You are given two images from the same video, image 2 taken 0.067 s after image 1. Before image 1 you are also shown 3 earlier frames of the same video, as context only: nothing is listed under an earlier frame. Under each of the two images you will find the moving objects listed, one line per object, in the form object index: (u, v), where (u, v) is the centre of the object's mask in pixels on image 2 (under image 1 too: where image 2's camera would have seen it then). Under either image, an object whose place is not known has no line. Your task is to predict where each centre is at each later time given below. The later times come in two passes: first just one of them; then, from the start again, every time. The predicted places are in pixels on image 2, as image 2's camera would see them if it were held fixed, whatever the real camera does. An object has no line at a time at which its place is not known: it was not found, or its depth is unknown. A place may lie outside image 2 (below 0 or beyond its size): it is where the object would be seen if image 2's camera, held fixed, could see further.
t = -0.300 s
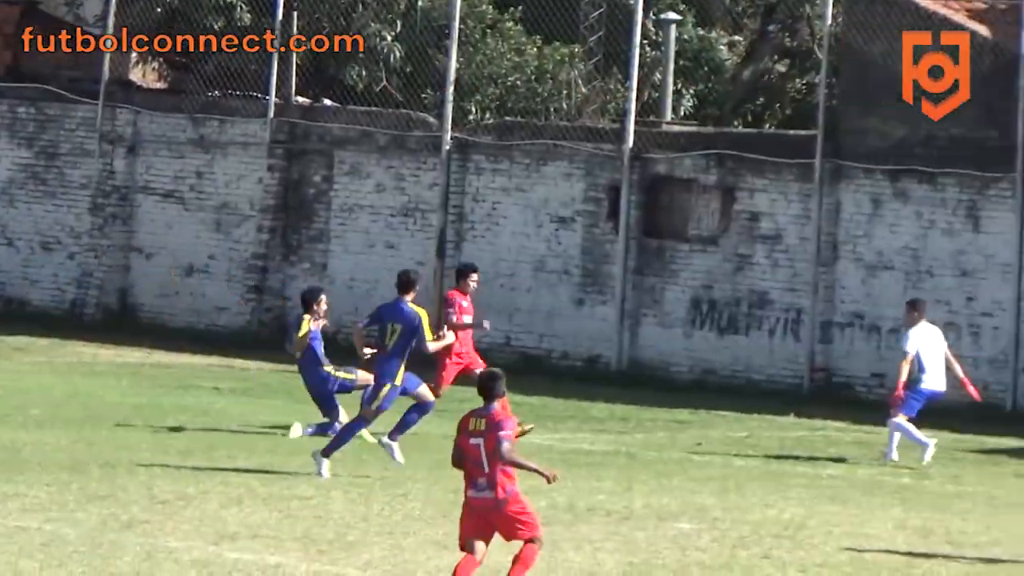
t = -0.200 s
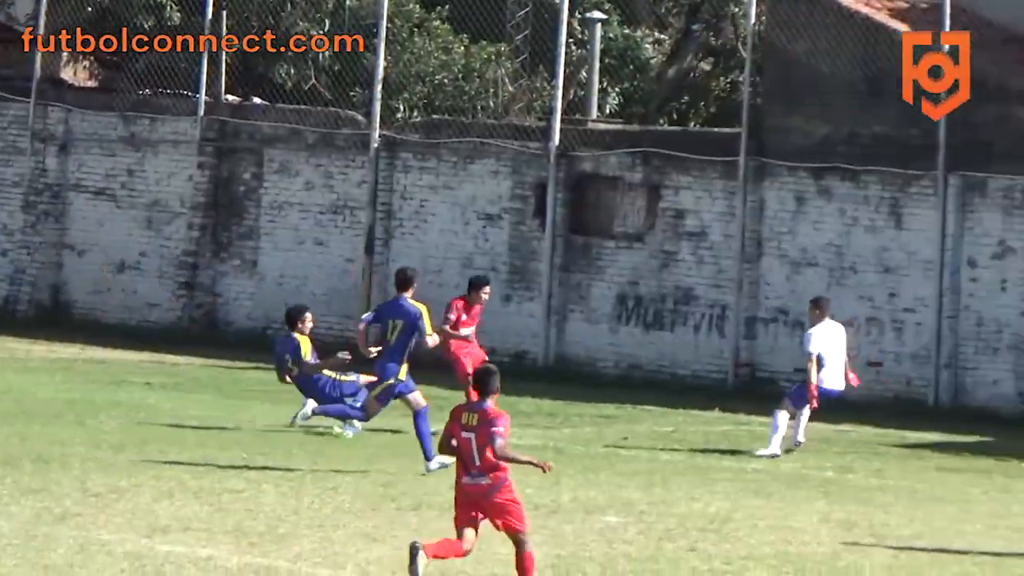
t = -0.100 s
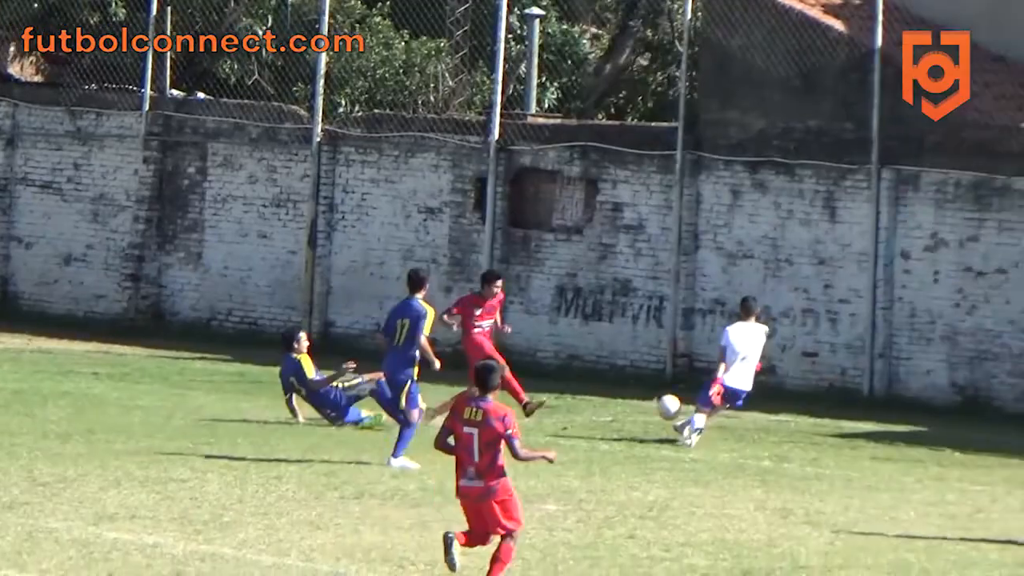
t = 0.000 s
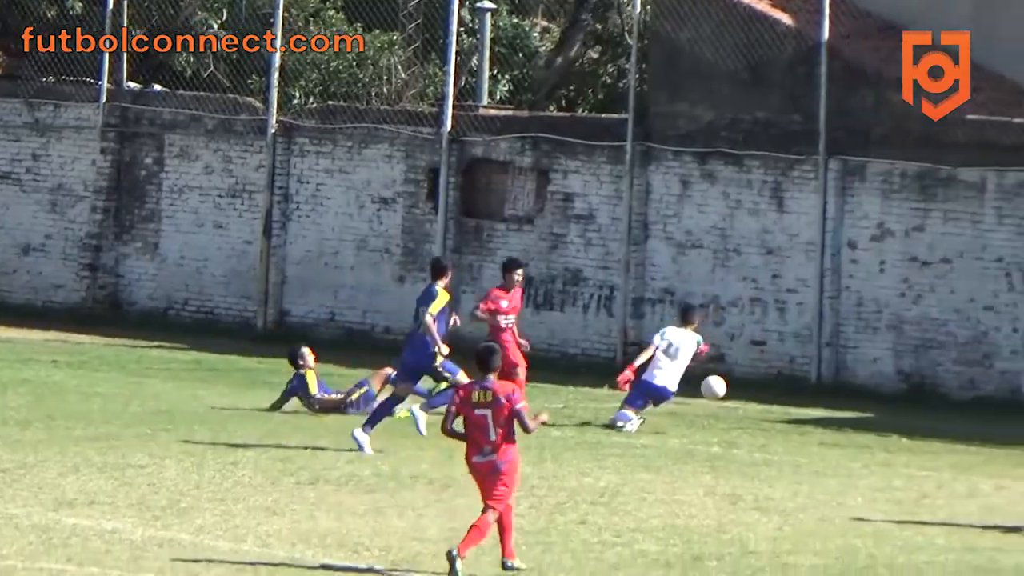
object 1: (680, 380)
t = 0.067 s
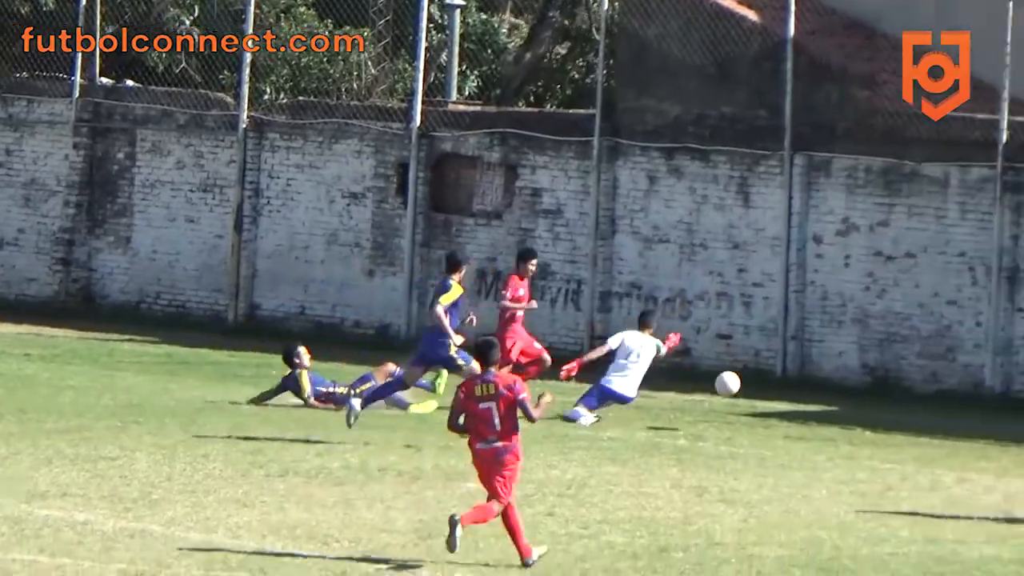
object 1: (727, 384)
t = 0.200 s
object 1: (825, 401)
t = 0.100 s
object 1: (751, 386)
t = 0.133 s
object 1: (776, 390)
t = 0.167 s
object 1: (800, 395)
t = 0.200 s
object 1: (825, 401)
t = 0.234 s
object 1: (848, 409)
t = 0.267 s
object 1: (873, 418)
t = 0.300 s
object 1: (898, 427)
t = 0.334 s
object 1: (924, 438)
